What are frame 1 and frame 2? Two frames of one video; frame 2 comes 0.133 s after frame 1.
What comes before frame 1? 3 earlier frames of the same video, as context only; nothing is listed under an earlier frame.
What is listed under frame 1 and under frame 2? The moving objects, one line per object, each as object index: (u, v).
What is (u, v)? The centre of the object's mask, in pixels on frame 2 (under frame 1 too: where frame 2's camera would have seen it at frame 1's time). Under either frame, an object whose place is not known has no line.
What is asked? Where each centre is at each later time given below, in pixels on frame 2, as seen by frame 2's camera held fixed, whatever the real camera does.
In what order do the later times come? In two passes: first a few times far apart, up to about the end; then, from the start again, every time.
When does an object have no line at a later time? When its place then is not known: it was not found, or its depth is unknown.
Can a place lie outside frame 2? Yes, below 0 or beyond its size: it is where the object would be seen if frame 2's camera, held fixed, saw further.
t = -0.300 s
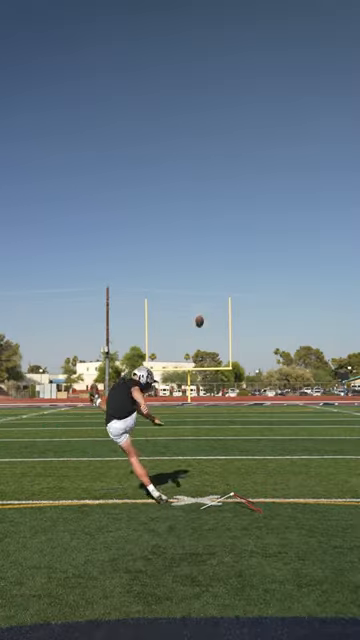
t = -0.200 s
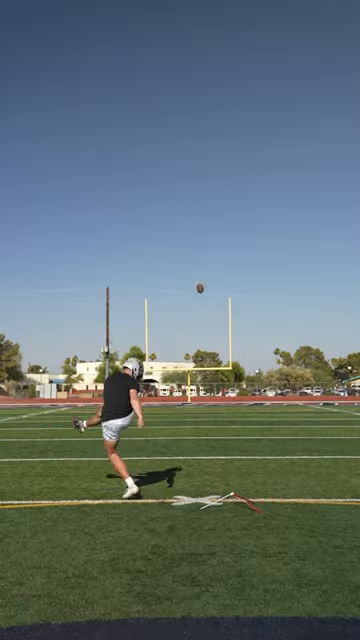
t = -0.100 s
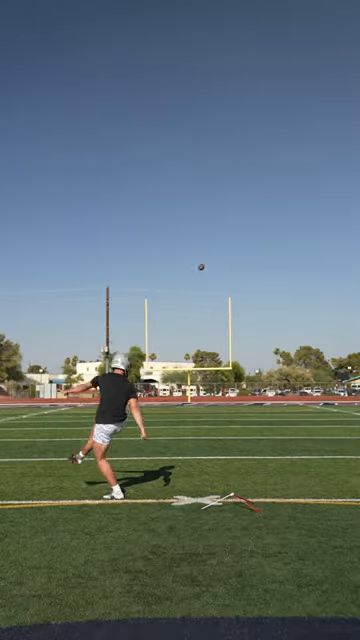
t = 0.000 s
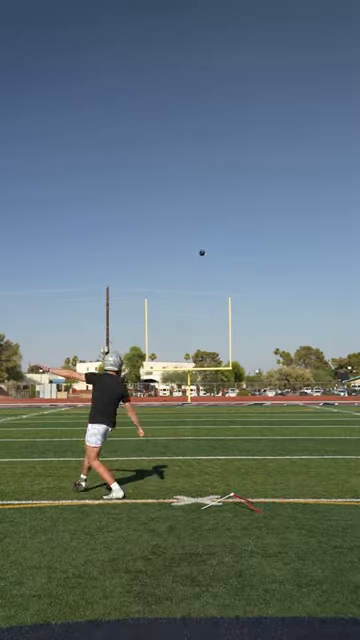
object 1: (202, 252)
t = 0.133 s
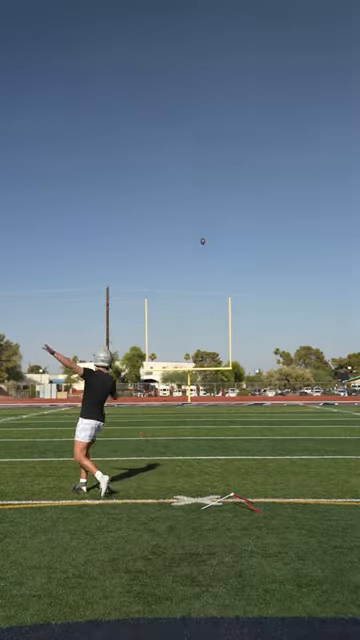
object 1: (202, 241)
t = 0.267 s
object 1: (202, 234)
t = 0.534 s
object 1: (200, 235)
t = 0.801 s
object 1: (199, 244)
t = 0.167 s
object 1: (202, 239)
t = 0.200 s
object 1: (203, 237)
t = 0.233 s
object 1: (203, 236)
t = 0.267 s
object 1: (202, 234)
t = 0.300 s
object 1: (202, 234)
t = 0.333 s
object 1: (202, 233)
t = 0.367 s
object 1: (202, 233)
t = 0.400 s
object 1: (202, 233)
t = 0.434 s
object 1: (201, 234)
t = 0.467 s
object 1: (201, 234)
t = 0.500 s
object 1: (201, 235)
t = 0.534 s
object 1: (200, 235)
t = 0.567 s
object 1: (200, 236)
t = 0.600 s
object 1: (200, 237)
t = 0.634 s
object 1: (200, 238)
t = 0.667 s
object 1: (199, 239)
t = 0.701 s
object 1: (199, 240)
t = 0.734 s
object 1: (199, 241)
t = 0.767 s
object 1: (199, 243)
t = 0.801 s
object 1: (199, 244)
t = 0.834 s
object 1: (199, 246)
